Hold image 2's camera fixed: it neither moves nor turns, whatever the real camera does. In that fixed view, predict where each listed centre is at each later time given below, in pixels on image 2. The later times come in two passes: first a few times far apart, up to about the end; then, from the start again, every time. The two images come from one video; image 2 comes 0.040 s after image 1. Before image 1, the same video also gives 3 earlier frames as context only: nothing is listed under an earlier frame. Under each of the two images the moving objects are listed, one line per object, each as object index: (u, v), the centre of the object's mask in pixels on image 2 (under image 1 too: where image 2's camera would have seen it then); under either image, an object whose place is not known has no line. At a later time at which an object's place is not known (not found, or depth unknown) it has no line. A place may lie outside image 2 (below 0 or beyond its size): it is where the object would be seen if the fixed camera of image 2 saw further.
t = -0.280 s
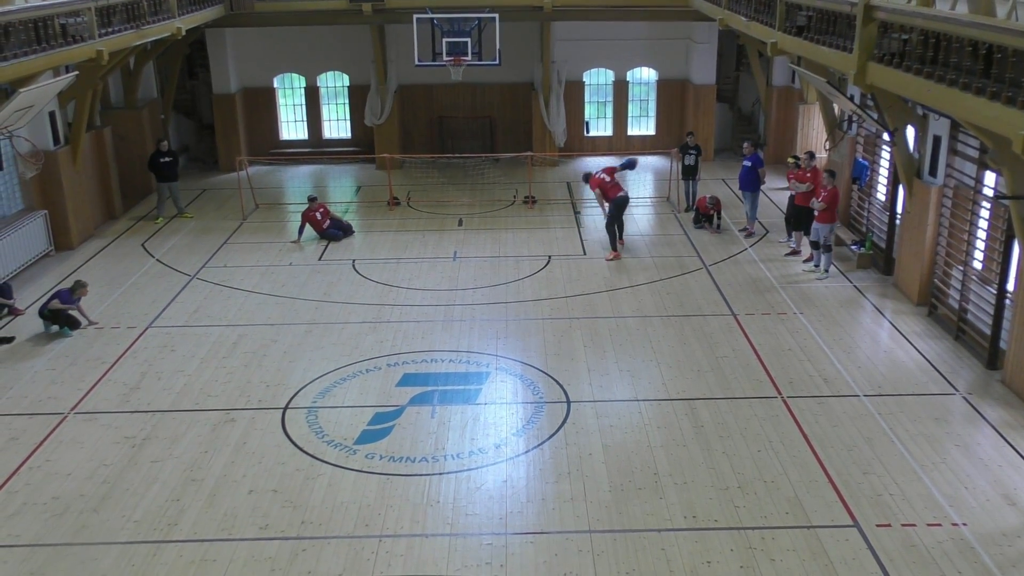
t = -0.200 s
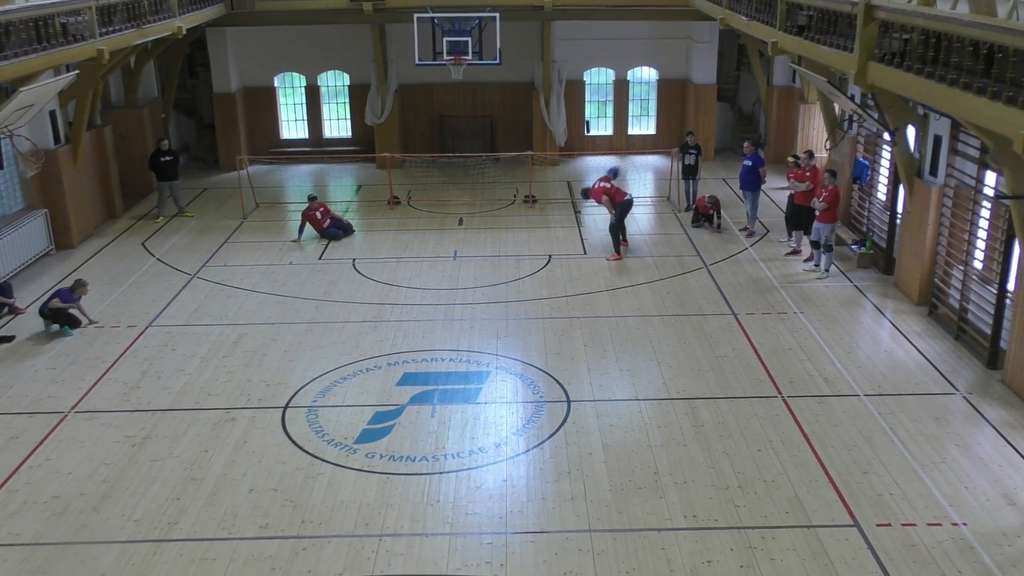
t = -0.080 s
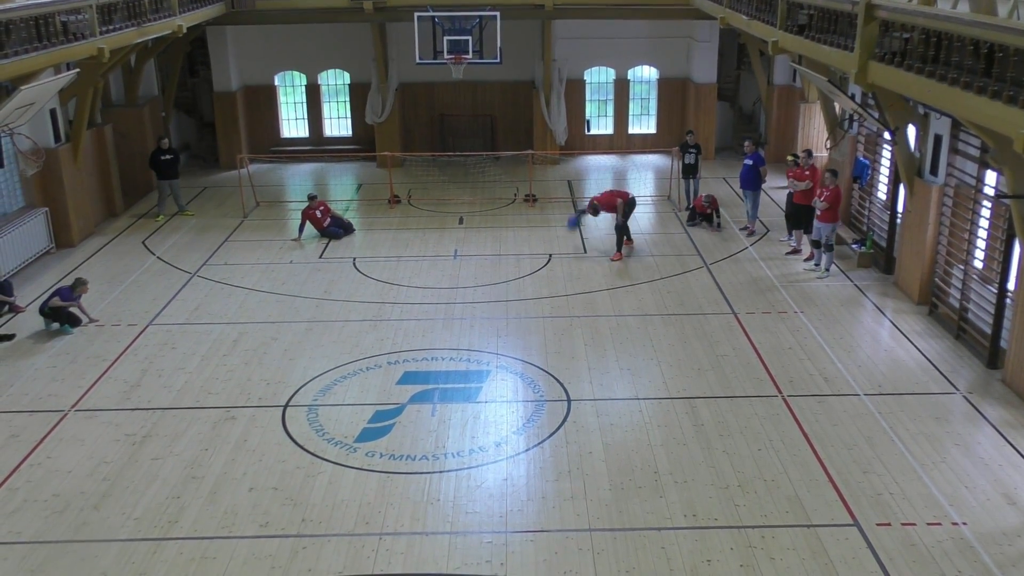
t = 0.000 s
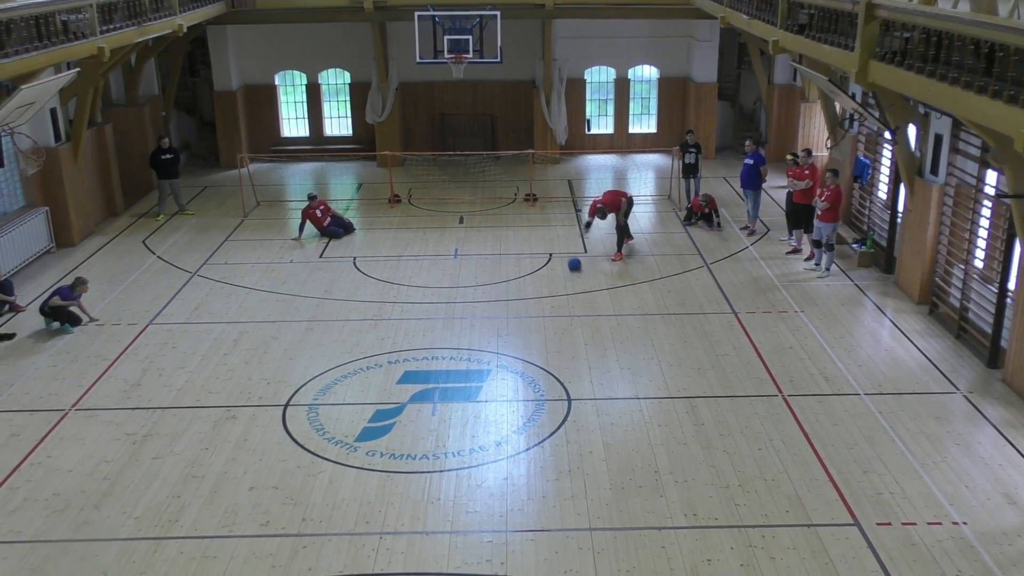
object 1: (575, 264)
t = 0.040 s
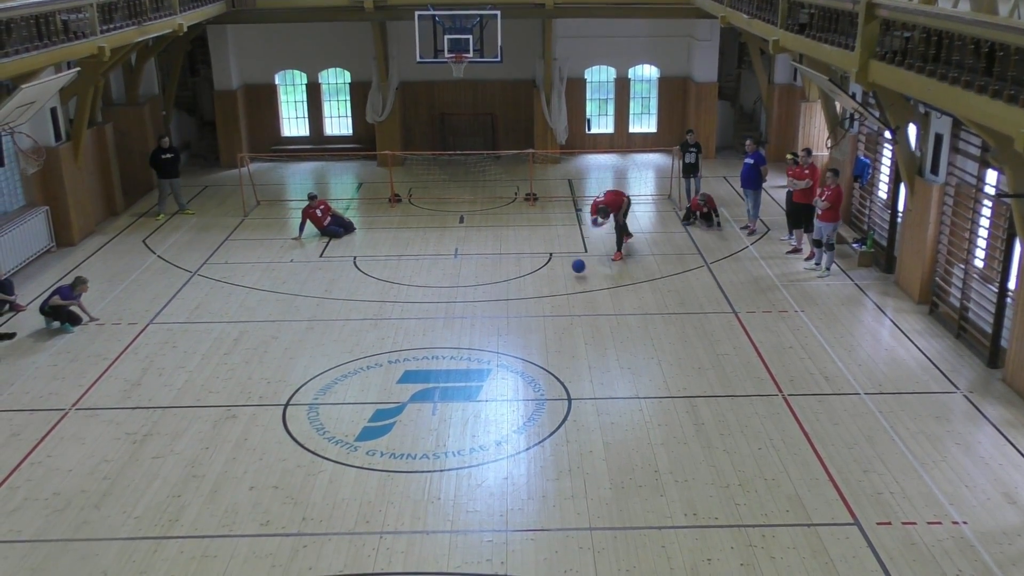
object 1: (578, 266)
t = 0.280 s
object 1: (606, 296)
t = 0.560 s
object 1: (646, 399)
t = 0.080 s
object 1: (583, 268)
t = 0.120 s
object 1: (587, 271)
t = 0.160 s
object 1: (592, 275)
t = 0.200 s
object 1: (596, 281)
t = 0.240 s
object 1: (601, 288)
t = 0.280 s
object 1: (606, 296)
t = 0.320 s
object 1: (611, 306)
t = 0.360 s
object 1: (616, 317)
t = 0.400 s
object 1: (622, 329)
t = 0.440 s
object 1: (628, 344)
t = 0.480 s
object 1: (634, 362)
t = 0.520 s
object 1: (640, 380)
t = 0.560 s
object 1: (646, 399)
